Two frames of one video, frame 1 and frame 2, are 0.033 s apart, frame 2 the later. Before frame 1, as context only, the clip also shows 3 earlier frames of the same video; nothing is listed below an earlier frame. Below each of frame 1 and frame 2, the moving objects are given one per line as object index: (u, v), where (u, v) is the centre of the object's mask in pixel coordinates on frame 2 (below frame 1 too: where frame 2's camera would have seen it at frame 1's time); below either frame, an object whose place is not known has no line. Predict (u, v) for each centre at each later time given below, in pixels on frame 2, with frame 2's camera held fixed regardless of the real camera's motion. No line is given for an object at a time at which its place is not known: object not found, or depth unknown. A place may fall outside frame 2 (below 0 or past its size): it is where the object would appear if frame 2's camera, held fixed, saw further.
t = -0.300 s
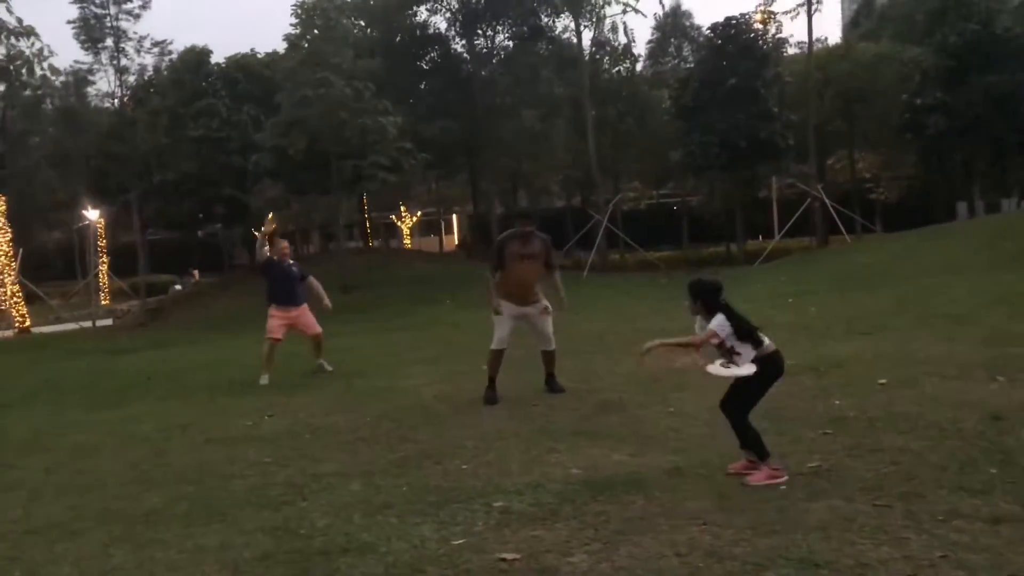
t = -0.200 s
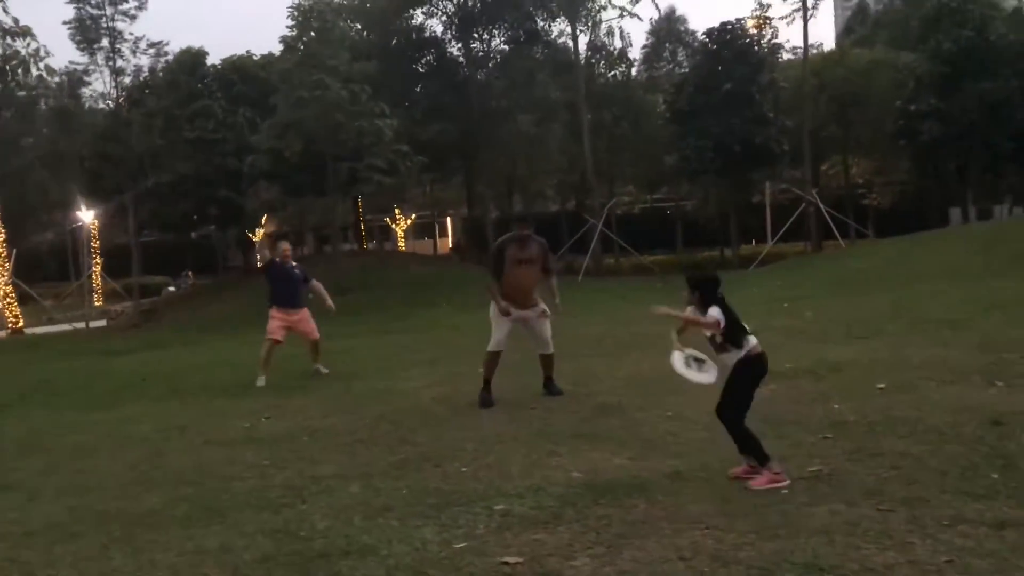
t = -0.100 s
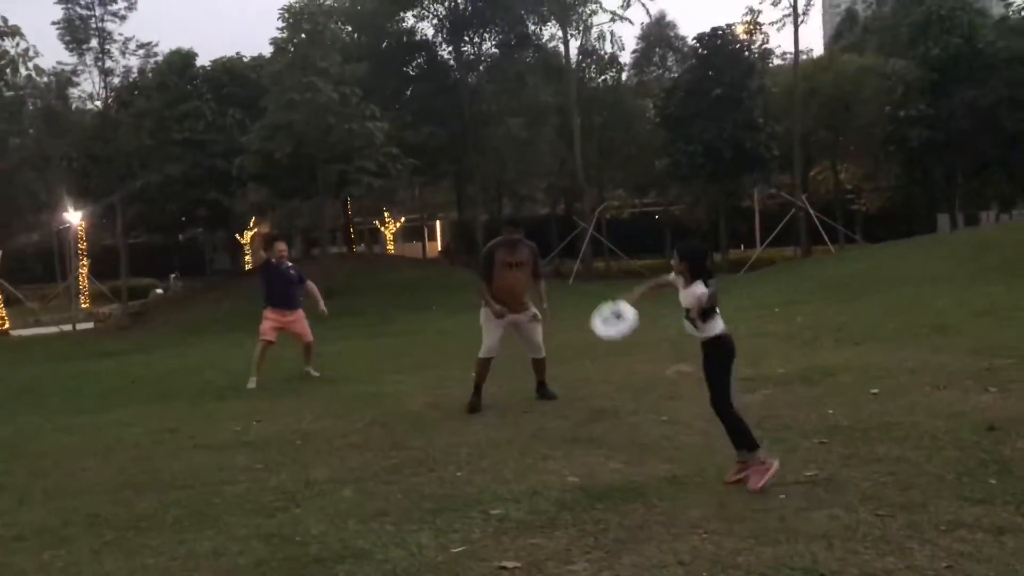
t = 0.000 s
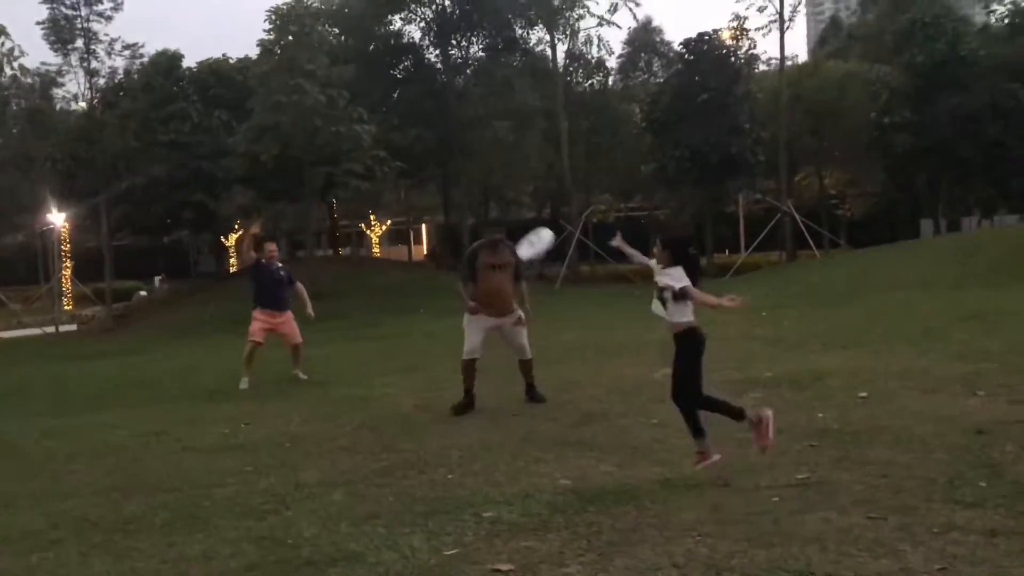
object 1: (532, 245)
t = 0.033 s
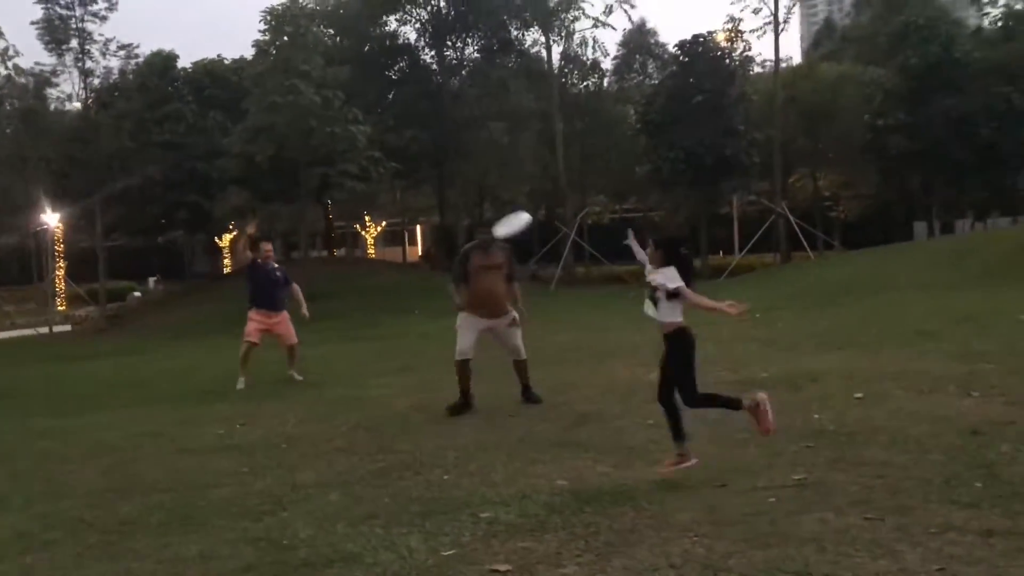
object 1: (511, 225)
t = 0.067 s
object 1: (493, 208)
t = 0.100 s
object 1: (477, 194)
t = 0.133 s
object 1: (463, 182)
